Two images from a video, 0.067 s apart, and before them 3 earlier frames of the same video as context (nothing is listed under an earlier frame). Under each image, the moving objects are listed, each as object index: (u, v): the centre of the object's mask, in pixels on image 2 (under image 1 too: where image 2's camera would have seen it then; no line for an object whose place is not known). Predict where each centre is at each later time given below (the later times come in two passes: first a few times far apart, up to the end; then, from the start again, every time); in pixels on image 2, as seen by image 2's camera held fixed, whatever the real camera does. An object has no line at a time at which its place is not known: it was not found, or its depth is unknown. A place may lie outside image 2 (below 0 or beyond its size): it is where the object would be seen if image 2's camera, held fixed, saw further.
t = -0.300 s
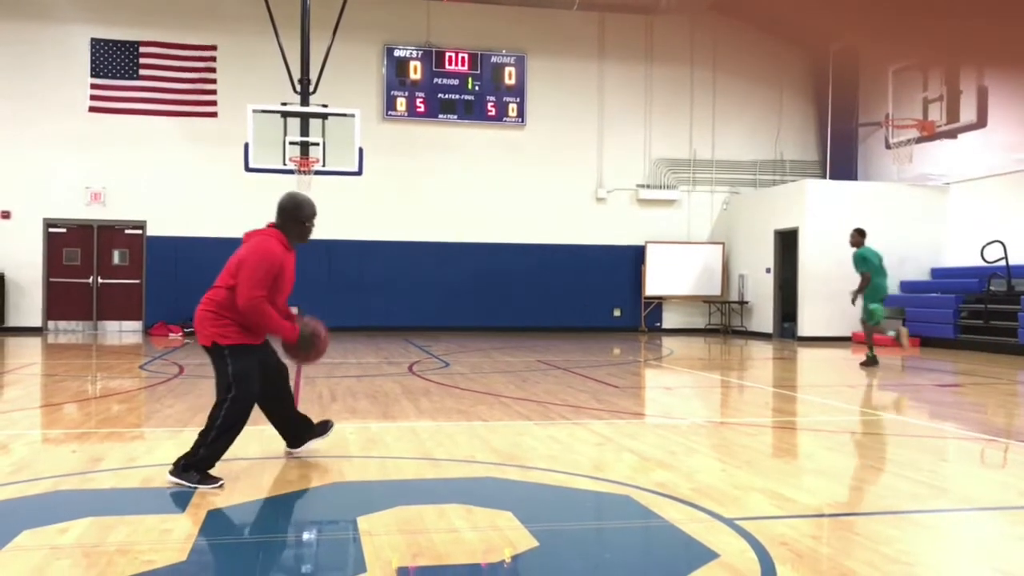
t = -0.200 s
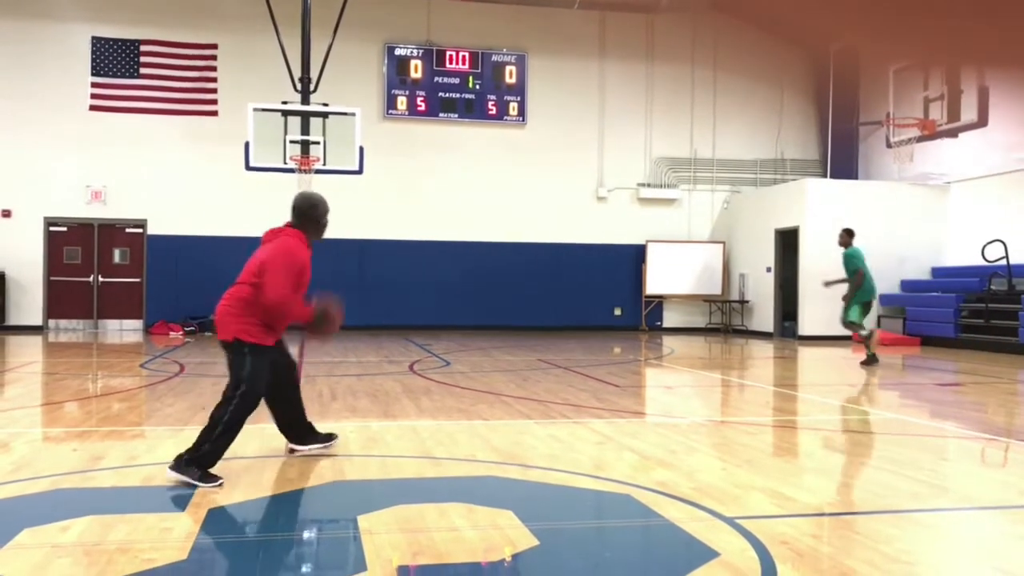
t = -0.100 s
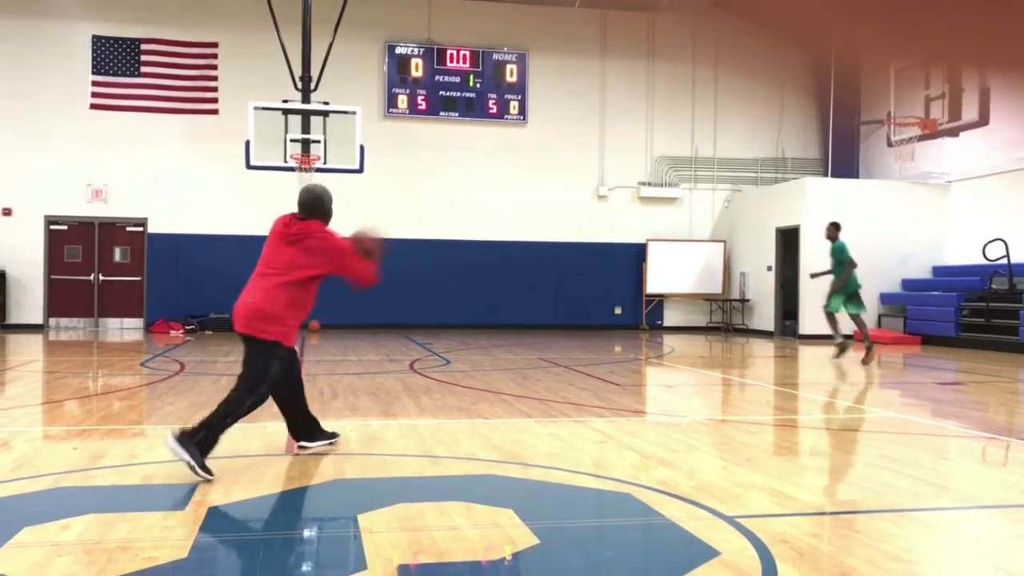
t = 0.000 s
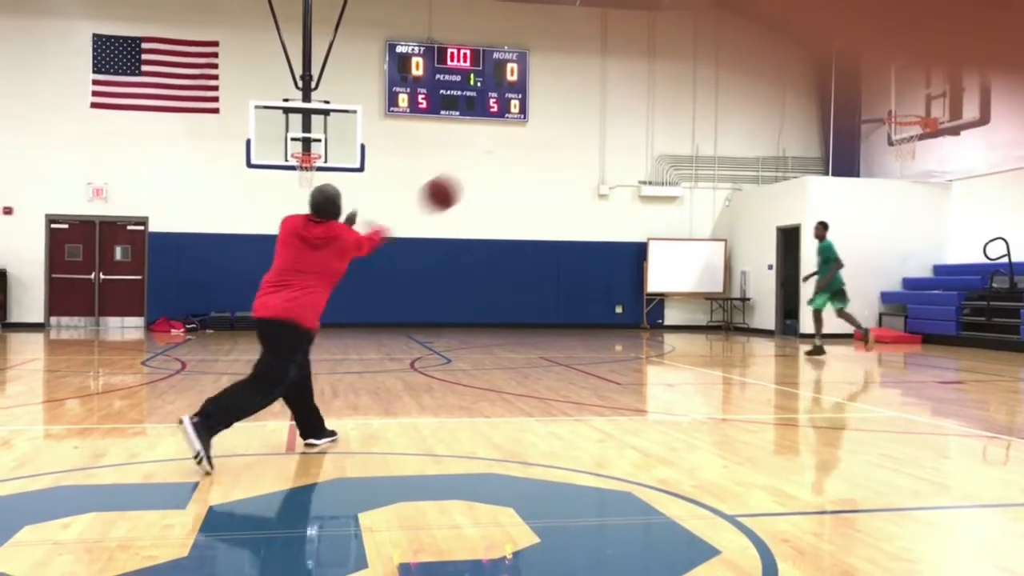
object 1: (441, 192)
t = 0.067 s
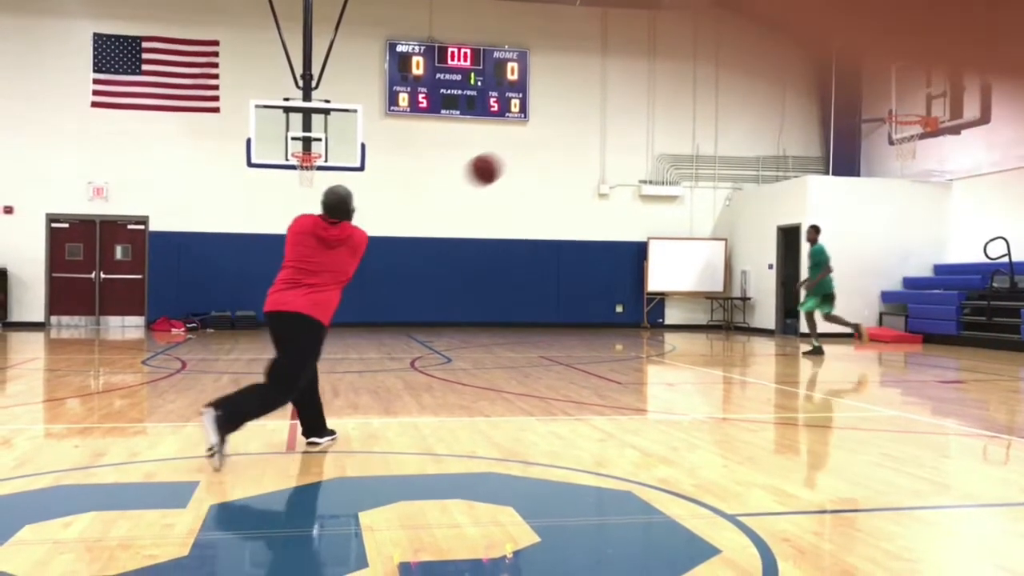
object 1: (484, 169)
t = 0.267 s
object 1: (573, 141)
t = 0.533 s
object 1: (643, 160)
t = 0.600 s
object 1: (655, 171)
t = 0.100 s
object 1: (503, 160)
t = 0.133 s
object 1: (519, 154)
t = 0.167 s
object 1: (535, 149)
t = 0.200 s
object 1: (549, 145)
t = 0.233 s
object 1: (562, 142)
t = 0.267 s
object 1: (573, 141)
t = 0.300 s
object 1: (584, 141)
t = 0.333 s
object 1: (595, 142)
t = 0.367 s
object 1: (604, 143)
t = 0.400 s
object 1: (613, 145)
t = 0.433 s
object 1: (621, 148)
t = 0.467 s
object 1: (629, 151)
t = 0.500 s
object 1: (636, 156)
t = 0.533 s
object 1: (643, 160)
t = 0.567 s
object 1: (649, 165)
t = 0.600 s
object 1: (655, 171)
